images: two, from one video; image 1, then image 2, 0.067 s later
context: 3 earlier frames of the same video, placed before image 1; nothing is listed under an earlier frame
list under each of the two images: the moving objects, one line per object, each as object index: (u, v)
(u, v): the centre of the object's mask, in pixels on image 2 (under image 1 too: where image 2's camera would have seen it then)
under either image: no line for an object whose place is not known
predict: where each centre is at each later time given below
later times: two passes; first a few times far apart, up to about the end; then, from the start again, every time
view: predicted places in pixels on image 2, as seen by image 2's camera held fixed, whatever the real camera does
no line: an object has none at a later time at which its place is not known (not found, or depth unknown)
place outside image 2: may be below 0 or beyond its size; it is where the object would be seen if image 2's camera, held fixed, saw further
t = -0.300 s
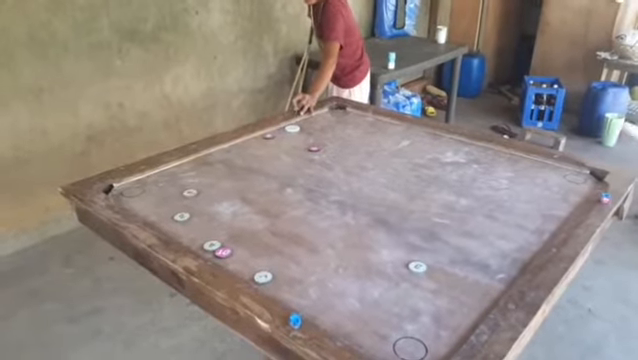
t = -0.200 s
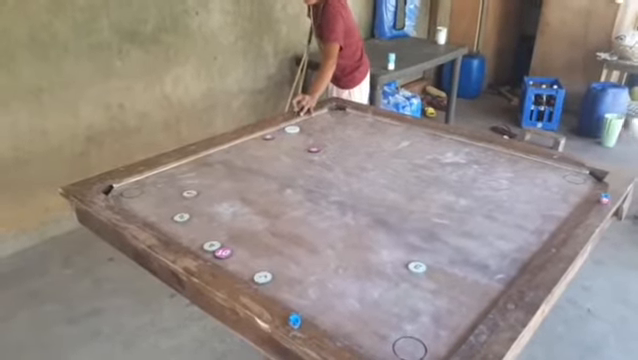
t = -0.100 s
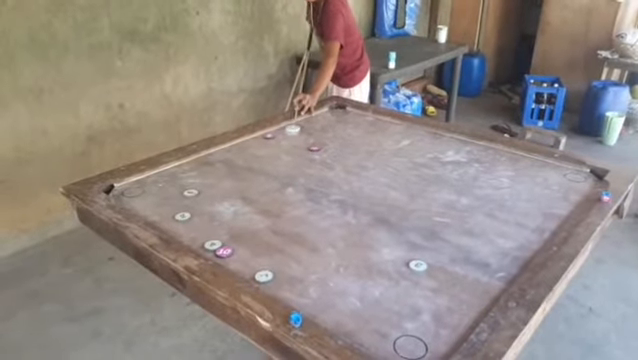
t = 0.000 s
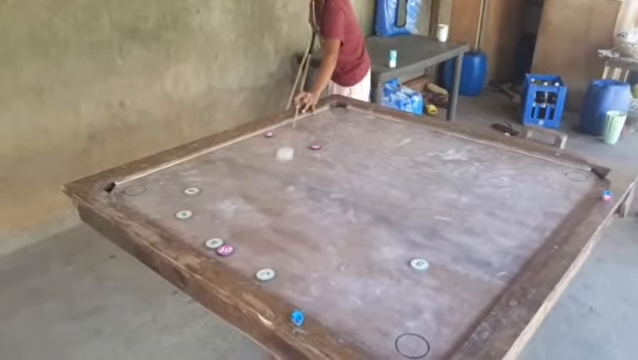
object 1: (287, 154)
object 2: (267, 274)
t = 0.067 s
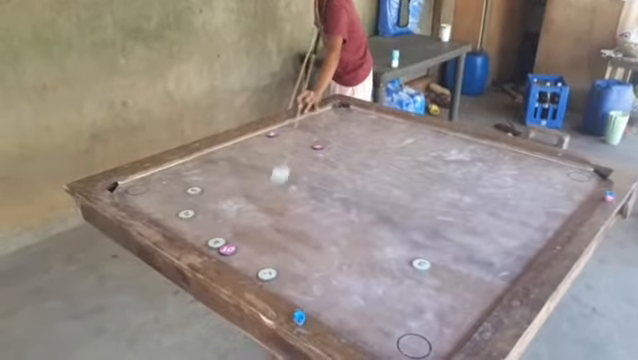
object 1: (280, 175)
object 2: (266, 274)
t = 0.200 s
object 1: (262, 227)
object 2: (266, 274)
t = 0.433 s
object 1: (321, 243)
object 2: (335, 306)
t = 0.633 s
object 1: (392, 219)
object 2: (430, 350)
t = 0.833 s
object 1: (446, 201)
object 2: (395, 322)
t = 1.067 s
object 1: (493, 186)
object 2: (358, 295)
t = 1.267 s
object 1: (524, 175)
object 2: (344, 285)
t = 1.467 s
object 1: (547, 166)
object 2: (339, 280)
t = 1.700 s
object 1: (545, 167)
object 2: (335, 278)
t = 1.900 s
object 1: (535, 170)
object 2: (335, 278)
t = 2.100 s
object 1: (530, 172)
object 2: (335, 278)
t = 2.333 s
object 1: (527, 171)
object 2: (335, 278)
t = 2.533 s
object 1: (526, 171)
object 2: (334, 278)
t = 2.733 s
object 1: (526, 171)
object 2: (335, 278)
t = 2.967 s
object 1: (526, 171)
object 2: (335, 278)
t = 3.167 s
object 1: (527, 171)
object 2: (335, 278)
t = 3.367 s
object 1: (526, 171)
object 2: (335, 278)
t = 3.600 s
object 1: (526, 171)
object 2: (335, 278)
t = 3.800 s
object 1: (526, 171)
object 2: (335, 278)
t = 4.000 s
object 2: (335, 278)
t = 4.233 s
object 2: (335, 278)
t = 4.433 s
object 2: (335, 278)
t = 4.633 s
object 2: (335, 278)
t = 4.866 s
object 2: (335, 278)
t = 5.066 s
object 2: (335, 278)
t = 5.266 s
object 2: (334, 278)
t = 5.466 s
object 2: (334, 278)
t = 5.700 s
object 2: (334, 278)
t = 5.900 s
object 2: (335, 278)
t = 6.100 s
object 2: (335, 278)
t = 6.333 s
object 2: (335, 278)
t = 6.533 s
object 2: (335, 278)
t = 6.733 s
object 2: (335, 278)
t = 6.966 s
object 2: (335, 278)
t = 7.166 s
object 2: (335, 278)
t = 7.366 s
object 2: (335, 278)
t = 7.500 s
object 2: (335, 278)
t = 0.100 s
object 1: (276, 186)
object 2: (266, 274)
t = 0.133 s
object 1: (272, 198)
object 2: (266, 274)
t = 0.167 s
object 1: (267, 212)
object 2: (266, 274)
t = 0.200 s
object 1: (262, 227)
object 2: (266, 274)
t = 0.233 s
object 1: (256, 244)
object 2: (267, 274)
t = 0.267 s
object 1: (250, 262)
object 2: (267, 274)
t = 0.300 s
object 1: (262, 263)
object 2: (276, 278)
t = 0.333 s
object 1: (278, 257)
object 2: (290, 285)
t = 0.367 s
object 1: (293, 252)
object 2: (304, 292)
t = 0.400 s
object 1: (307, 248)
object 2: (320, 299)
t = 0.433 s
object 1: (321, 243)
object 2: (335, 306)
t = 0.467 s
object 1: (334, 239)
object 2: (350, 313)
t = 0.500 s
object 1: (347, 234)
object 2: (366, 321)
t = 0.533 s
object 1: (359, 230)
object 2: (381, 328)
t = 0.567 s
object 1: (370, 226)
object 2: (397, 335)
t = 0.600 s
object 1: (382, 223)
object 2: (415, 345)
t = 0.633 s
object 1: (392, 219)
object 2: (430, 350)
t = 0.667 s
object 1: (402, 216)
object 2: (437, 352)
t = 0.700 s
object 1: (412, 213)
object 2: (429, 347)
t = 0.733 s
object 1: (421, 210)
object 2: (420, 340)
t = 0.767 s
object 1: (430, 207)
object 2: (411, 333)
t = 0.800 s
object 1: (438, 204)
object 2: (402, 327)
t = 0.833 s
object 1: (446, 201)
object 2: (395, 322)
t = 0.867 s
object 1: (454, 199)
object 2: (388, 316)
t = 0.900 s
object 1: (461, 197)
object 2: (382, 312)
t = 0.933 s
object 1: (468, 194)
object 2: (376, 308)
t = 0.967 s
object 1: (476, 192)
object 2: (370, 304)
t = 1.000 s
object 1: (482, 190)
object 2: (366, 301)
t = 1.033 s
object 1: (488, 188)
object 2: (361, 298)
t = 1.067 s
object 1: (493, 186)
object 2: (358, 295)
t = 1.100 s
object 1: (499, 184)
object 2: (354, 292)
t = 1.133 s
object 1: (505, 182)
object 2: (351, 290)
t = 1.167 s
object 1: (510, 180)
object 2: (349, 289)
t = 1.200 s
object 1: (514, 178)
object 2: (347, 287)
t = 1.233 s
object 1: (519, 176)
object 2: (346, 286)
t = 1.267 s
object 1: (524, 175)
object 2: (344, 285)
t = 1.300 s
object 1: (528, 174)
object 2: (343, 284)
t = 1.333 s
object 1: (532, 172)
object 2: (342, 283)
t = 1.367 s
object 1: (537, 170)
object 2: (341, 282)
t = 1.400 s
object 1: (540, 169)
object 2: (340, 281)
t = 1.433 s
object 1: (544, 167)
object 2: (339, 281)
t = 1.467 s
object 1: (547, 166)
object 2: (339, 280)
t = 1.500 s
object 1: (550, 164)
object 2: (338, 279)
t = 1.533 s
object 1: (553, 163)
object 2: (337, 279)
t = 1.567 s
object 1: (553, 164)
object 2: (337, 279)
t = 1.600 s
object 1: (550, 164)
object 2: (336, 278)
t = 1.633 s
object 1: (548, 165)
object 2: (336, 278)
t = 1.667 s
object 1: (546, 166)
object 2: (336, 278)
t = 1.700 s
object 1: (545, 167)
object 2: (335, 278)
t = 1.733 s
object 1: (543, 168)
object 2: (335, 278)
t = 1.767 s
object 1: (541, 168)
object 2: (335, 278)
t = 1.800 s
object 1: (540, 169)
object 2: (335, 278)
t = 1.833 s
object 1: (538, 170)
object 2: (335, 278)
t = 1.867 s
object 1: (537, 170)
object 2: (335, 278)
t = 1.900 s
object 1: (535, 170)
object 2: (335, 278)
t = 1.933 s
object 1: (534, 171)
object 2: (335, 278)
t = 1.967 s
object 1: (534, 171)
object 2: (335, 278)
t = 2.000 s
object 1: (533, 171)
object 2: (335, 278)
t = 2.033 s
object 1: (532, 172)
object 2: (335, 278)
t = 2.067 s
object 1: (530, 172)
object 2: (335, 278)
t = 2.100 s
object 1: (530, 172)
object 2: (335, 278)
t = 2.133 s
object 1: (529, 172)
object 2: (335, 278)
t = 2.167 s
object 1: (529, 171)
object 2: (335, 278)
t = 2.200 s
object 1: (528, 171)
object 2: (335, 278)
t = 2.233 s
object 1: (528, 171)
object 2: (335, 278)
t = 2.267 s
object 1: (527, 171)
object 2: (335, 278)
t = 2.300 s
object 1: (527, 171)
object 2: (335, 278)
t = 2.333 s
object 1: (527, 171)
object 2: (335, 278)
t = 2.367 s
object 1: (526, 171)
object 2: (335, 278)
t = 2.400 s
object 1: (527, 171)
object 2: (335, 278)
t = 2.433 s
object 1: (527, 171)
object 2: (335, 278)
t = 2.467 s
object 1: (527, 171)
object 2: (335, 278)
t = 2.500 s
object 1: (526, 171)
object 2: (335, 278)
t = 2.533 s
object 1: (526, 171)
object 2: (334, 278)
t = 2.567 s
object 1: (527, 171)
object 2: (334, 278)
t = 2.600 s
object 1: (527, 172)
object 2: (334, 278)
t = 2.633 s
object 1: (527, 172)
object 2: (335, 278)
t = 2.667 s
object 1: (527, 172)
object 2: (335, 278)
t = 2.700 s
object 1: (527, 172)
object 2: (335, 278)
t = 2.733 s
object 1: (526, 171)
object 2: (335, 278)
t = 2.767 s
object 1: (526, 172)
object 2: (335, 278)
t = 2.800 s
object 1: (526, 172)
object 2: (335, 278)
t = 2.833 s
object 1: (527, 172)
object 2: (335, 278)
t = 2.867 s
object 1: (526, 172)
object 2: (335, 278)
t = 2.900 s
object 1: (526, 172)
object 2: (335, 278)
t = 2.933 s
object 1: (526, 171)
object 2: (335, 278)
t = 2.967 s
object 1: (526, 171)
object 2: (335, 278)
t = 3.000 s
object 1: (527, 171)
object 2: (335, 278)
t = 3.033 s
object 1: (527, 172)
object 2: (335, 278)
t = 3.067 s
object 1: (527, 172)
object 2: (335, 278)
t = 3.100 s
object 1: (527, 172)
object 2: (335, 278)
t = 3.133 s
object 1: (526, 171)
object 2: (335, 278)
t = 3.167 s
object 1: (527, 171)
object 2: (335, 278)
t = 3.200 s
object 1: (526, 171)
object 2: (335, 278)
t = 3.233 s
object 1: (527, 172)
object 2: (335, 278)
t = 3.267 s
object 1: (526, 172)
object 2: (335, 278)
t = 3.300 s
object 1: (527, 171)
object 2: (335, 278)
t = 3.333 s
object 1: (526, 171)
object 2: (335, 278)
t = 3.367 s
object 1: (526, 171)
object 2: (335, 278)
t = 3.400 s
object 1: (526, 171)
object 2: (335, 278)
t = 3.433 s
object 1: (526, 171)
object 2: (335, 278)
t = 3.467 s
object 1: (526, 171)
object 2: (335, 278)
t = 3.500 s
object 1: (526, 171)
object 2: (335, 278)
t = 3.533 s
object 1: (526, 171)
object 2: (335, 278)
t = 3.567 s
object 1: (526, 171)
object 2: (335, 278)
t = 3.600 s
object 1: (526, 171)
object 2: (335, 278)
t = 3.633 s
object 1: (526, 171)
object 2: (335, 278)
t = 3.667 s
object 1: (526, 171)
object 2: (335, 278)
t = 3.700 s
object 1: (526, 171)
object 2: (335, 278)
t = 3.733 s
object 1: (526, 171)
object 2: (335, 278)
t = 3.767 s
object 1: (526, 171)
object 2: (335, 278)
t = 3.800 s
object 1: (526, 171)
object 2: (335, 278)
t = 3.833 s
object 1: (526, 171)
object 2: (335, 278)
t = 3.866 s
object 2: (335, 278)
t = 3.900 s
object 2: (335, 278)
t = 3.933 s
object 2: (335, 278)
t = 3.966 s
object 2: (335, 278)
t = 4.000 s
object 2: (335, 278)
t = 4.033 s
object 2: (335, 278)
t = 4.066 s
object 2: (335, 278)
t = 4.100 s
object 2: (335, 278)
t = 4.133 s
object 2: (336, 278)
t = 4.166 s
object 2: (335, 278)
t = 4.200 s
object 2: (335, 278)
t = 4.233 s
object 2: (335, 278)
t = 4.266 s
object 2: (335, 278)
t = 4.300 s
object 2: (335, 278)
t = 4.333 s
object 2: (335, 278)
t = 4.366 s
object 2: (335, 278)
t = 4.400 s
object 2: (335, 278)
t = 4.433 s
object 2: (335, 278)
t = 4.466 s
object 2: (335, 278)
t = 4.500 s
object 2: (335, 278)
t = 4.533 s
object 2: (335, 278)
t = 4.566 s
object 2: (335, 278)
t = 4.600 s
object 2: (335, 278)
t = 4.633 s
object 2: (335, 278)
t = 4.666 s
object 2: (335, 278)
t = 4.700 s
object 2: (335, 278)
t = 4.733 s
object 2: (335, 278)
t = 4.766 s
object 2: (335, 278)
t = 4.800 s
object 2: (335, 278)
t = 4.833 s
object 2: (335, 278)
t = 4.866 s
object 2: (335, 278)
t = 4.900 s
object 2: (335, 278)
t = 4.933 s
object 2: (335, 278)
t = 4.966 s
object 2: (335, 278)
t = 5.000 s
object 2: (335, 278)
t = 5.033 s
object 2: (334, 278)
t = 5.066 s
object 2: (335, 278)
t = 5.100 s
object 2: (335, 278)
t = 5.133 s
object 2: (335, 278)
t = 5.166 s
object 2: (335, 278)
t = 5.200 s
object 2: (335, 278)
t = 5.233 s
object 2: (335, 278)
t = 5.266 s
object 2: (334, 278)
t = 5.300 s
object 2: (335, 278)
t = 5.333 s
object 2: (335, 278)
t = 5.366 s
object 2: (335, 278)
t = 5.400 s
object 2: (335, 278)
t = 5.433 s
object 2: (334, 278)
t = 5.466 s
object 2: (334, 278)
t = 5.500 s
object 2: (334, 278)
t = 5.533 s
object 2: (335, 278)
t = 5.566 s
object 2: (335, 278)
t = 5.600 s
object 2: (334, 278)
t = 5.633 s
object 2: (334, 278)
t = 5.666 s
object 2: (334, 278)
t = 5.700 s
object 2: (334, 278)
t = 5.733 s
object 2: (334, 278)
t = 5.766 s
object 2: (335, 278)
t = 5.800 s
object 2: (335, 278)
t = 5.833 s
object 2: (335, 278)
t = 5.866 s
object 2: (335, 278)
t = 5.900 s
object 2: (335, 278)
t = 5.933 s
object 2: (335, 278)
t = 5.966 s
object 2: (335, 278)
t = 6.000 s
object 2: (335, 278)
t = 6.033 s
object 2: (335, 278)
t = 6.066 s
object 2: (335, 278)
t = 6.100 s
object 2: (335, 278)
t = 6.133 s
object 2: (335, 278)
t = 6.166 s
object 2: (335, 278)
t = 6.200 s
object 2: (335, 278)
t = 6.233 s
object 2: (335, 278)
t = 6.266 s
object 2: (335, 278)
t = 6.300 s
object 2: (335, 278)
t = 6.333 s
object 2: (335, 278)
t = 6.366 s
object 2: (335, 278)
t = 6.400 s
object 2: (335, 278)
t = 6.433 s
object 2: (335, 278)
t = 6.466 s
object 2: (335, 278)
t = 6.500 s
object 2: (335, 278)
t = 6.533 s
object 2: (335, 278)
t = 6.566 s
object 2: (335, 278)
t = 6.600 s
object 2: (335, 278)
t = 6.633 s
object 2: (335, 278)
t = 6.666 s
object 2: (335, 278)
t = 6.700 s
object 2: (335, 278)
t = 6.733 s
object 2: (335, 278)
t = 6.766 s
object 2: (335, 278)
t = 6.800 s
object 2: (335, 278)
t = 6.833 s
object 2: (335, 278)
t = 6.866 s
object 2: (335, 278)
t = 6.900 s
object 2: (335, 278)
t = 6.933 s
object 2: (335, 278)
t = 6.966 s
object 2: (335, 278)
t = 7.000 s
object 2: (335, 278)
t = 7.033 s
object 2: (335, 278)
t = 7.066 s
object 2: (335, 278)
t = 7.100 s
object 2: (335, 278)
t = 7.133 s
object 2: (335, 278)
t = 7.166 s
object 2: (335, 278)
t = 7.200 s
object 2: (335, 278)
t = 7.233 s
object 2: (335, 278)
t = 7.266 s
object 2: (335, 278)
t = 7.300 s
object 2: (335, 278)
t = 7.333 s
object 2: (335, 278)
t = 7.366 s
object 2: (335, 278)
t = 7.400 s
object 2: (335, 278)
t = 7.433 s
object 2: (335, 278)
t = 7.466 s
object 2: (335, 278)
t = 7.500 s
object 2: (335, 278)
